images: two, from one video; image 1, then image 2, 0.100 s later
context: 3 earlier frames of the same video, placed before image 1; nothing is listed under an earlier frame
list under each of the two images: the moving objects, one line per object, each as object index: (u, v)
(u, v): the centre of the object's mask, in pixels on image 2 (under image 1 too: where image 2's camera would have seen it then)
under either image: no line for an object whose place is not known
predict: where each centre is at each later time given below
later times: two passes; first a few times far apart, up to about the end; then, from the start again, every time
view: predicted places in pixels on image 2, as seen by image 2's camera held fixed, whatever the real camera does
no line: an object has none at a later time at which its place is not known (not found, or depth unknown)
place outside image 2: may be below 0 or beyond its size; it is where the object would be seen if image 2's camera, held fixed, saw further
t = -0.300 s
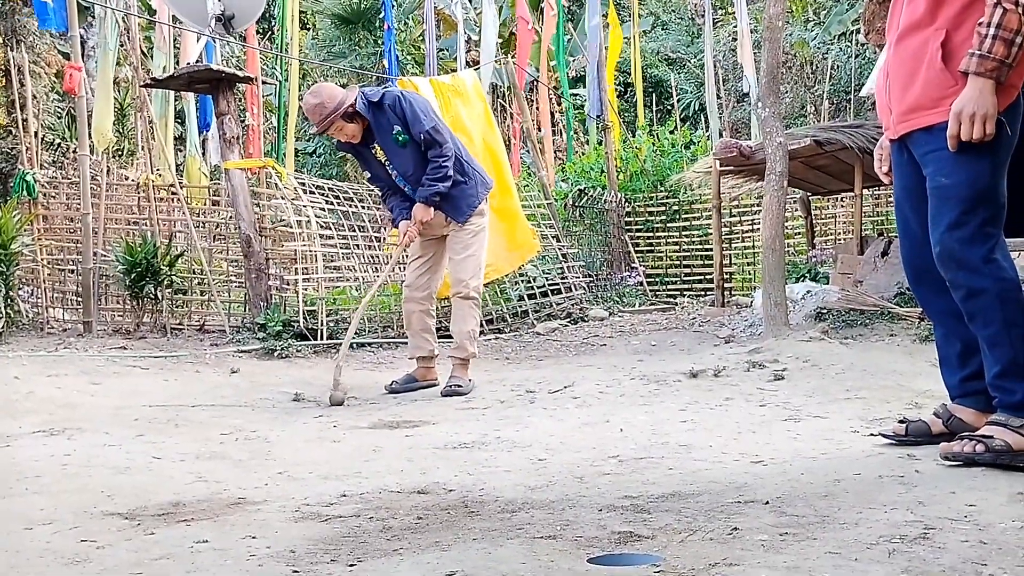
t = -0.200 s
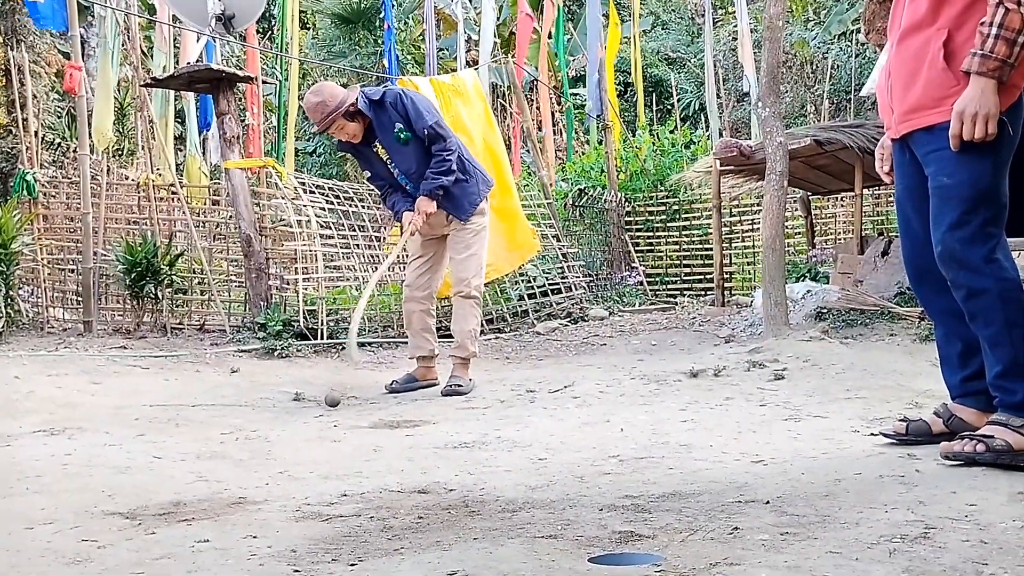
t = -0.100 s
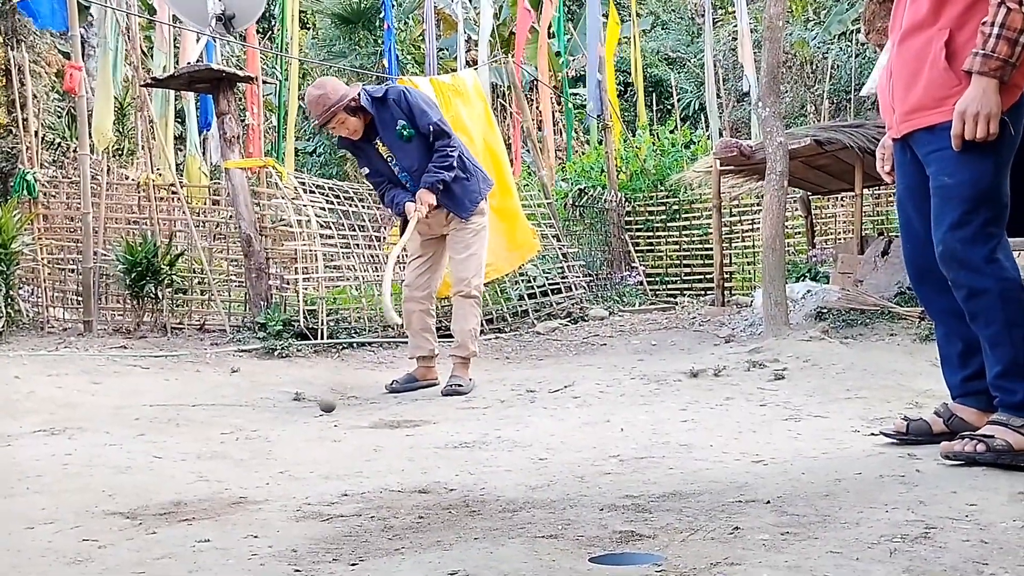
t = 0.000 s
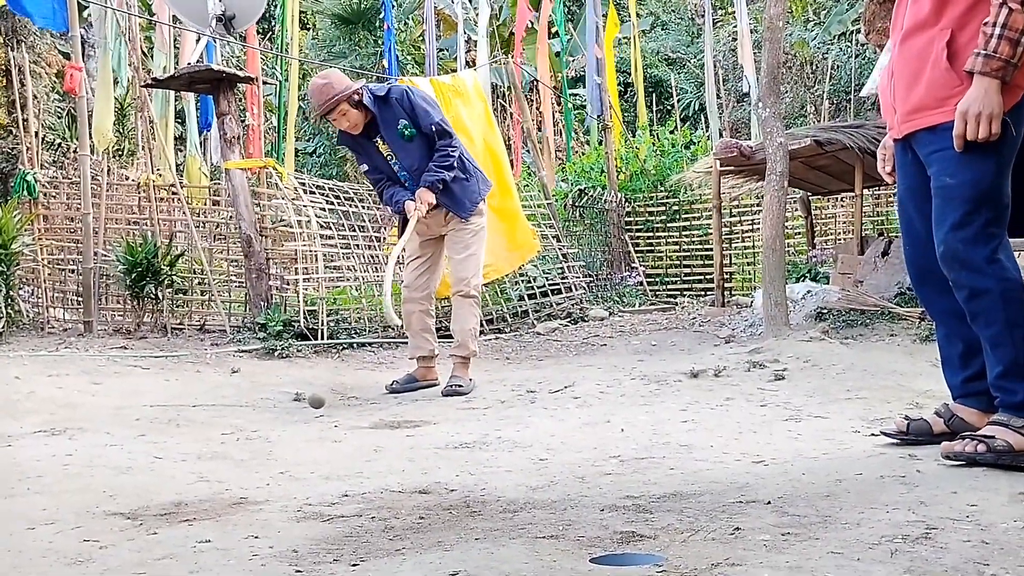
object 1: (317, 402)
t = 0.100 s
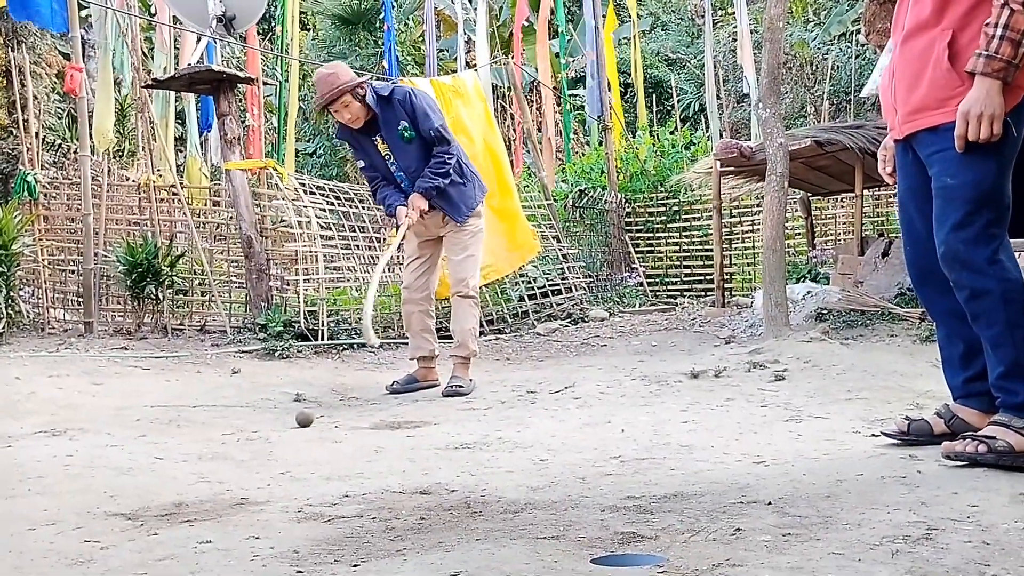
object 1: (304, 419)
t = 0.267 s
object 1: (279, 423)
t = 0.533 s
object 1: (240, 452)
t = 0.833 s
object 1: (190, 467)
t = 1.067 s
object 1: (149, 474)
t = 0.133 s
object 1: (299, 418)
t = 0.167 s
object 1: (293, 420)
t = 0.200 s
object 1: (287, 426)
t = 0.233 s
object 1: (283, 424)
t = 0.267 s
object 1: (279, 423)
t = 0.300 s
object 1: (274, 427)
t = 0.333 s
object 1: (271, 434)
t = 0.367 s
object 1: (266, 437)
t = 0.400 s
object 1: (261, 440)
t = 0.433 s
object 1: (256, 444)
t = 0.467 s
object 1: (250, 448)
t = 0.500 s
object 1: (245, 449)
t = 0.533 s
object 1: (240, 452)
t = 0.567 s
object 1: (235, 451)
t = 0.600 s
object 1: (230, 452)
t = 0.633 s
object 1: (225, 455)
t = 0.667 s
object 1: (219, 458)
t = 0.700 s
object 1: (214, 456)
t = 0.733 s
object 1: (208, 457)
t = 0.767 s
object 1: (203, 463)
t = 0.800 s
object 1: (197, 463)
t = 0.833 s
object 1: (190, 467)
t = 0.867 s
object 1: (185, 460)
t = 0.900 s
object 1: (180, 456)
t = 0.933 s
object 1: (174, 458)
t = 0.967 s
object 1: (168, 465)
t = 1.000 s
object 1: (162, 472)
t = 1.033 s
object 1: (156, 471)
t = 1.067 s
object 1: (149, 474)
